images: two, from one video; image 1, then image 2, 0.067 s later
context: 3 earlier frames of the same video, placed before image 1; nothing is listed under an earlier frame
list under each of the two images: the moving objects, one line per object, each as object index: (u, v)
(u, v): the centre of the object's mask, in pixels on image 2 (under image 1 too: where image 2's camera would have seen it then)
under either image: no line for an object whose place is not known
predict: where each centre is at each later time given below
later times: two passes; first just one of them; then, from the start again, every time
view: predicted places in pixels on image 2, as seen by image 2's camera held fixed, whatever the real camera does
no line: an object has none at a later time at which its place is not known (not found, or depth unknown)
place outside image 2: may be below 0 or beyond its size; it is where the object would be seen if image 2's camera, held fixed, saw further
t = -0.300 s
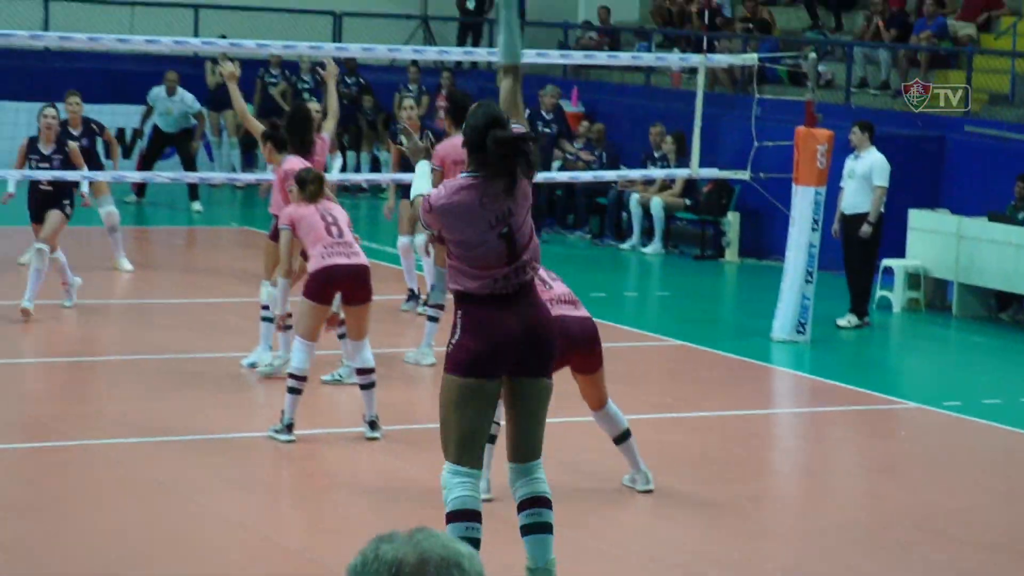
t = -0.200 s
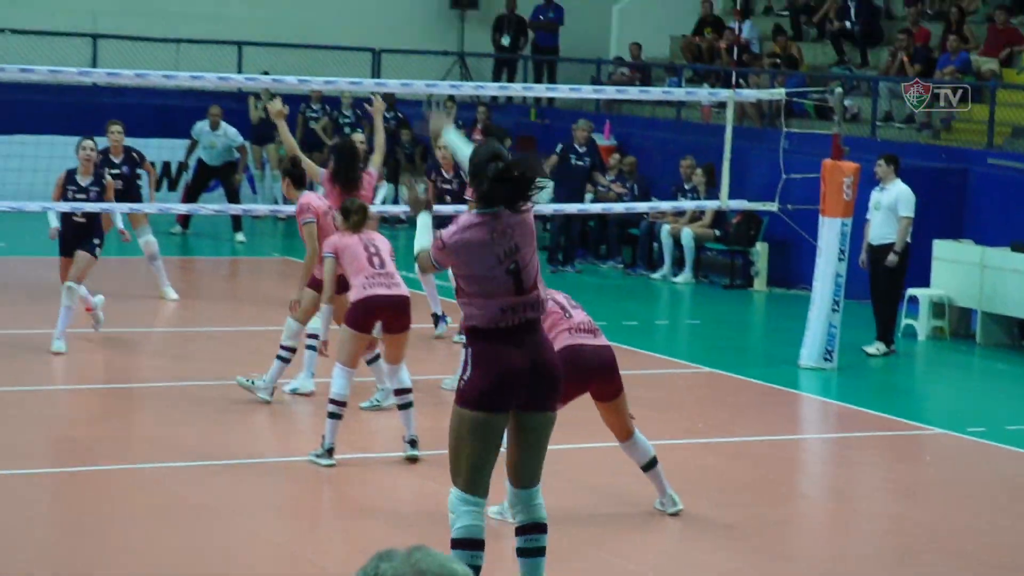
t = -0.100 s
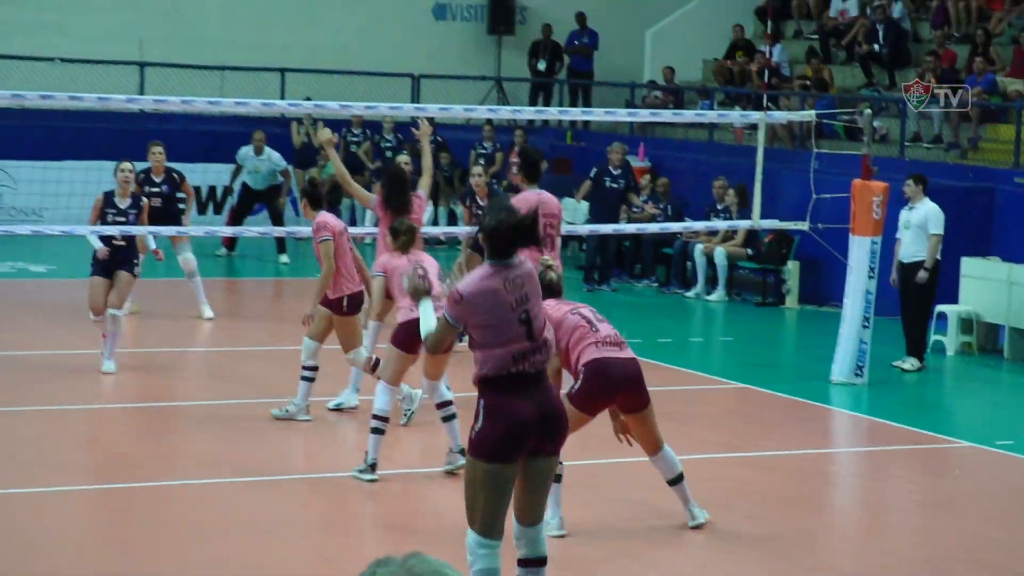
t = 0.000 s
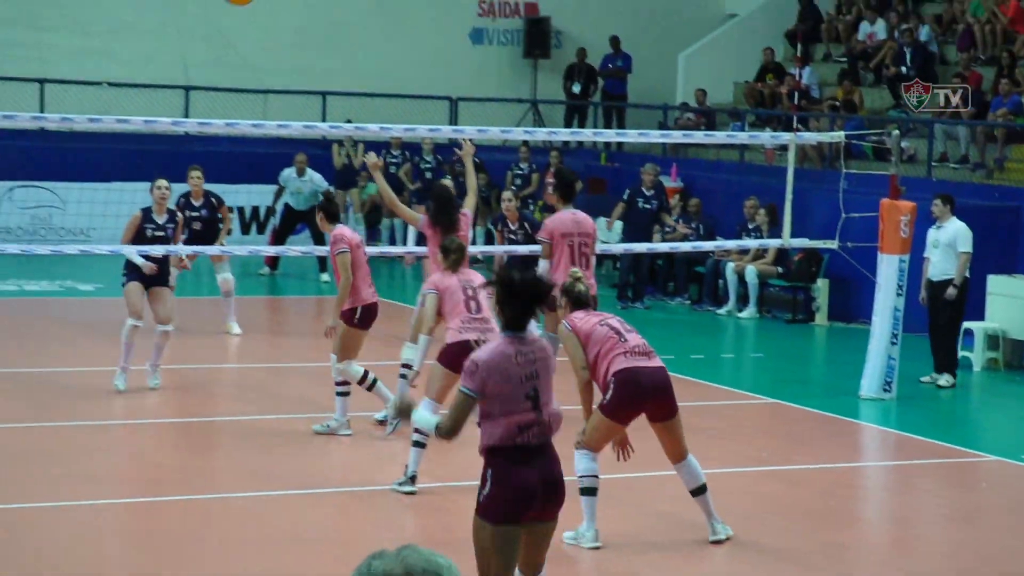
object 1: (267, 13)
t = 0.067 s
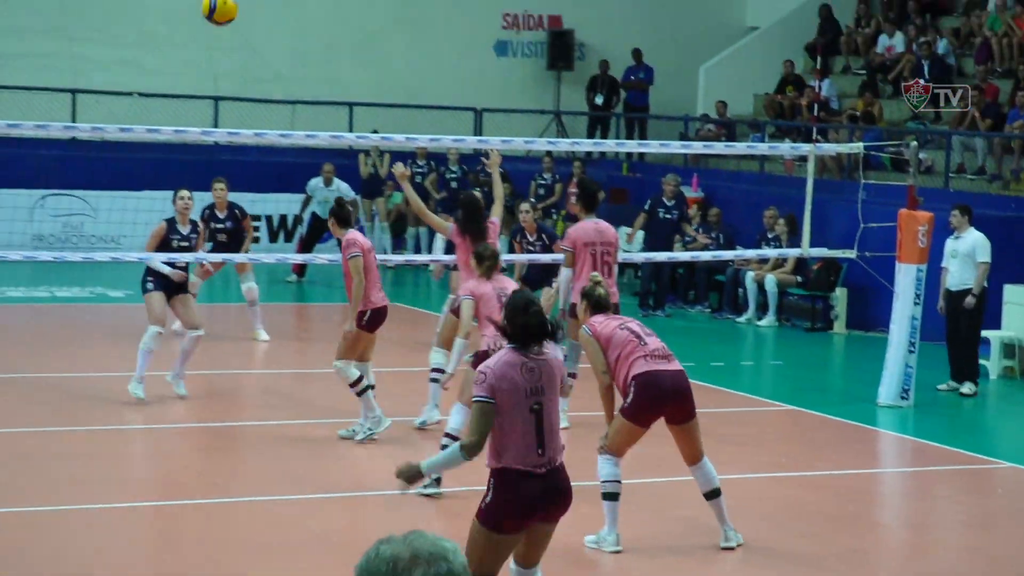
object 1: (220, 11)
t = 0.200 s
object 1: (144, 42)
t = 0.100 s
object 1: (199, 16)
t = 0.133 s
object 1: (179, 24)
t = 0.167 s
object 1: (161, 32)
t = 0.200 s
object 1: (144, 42)
